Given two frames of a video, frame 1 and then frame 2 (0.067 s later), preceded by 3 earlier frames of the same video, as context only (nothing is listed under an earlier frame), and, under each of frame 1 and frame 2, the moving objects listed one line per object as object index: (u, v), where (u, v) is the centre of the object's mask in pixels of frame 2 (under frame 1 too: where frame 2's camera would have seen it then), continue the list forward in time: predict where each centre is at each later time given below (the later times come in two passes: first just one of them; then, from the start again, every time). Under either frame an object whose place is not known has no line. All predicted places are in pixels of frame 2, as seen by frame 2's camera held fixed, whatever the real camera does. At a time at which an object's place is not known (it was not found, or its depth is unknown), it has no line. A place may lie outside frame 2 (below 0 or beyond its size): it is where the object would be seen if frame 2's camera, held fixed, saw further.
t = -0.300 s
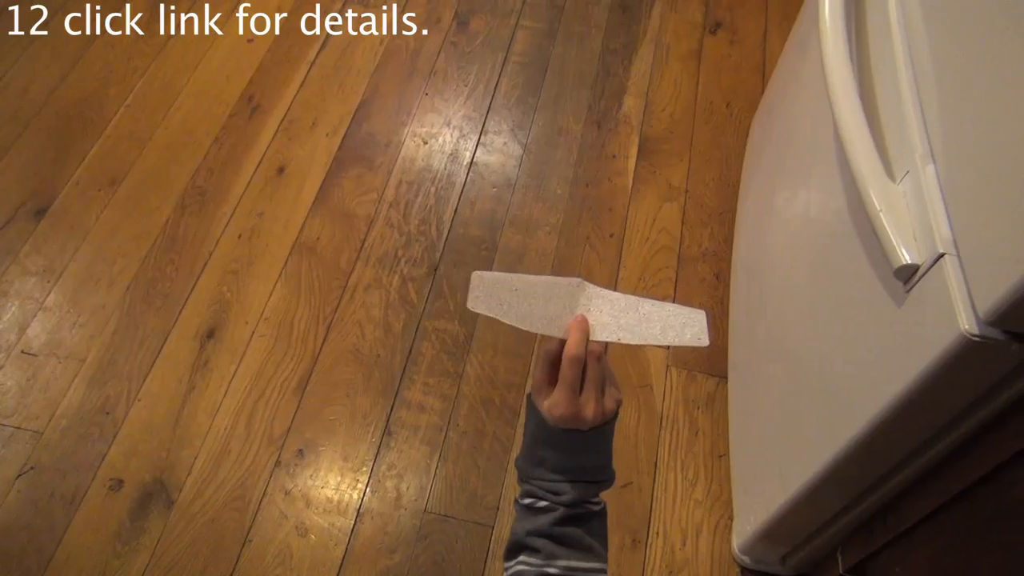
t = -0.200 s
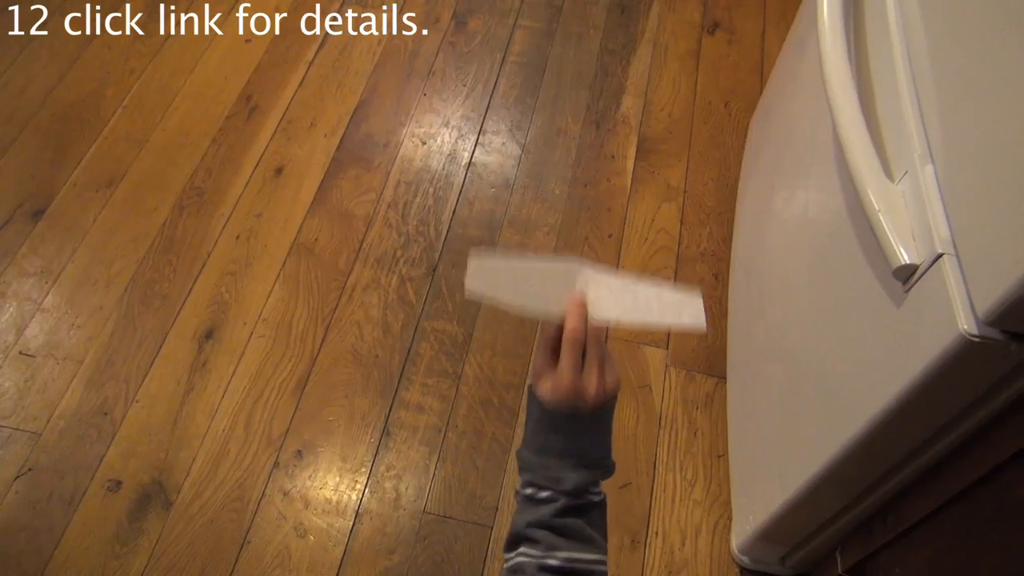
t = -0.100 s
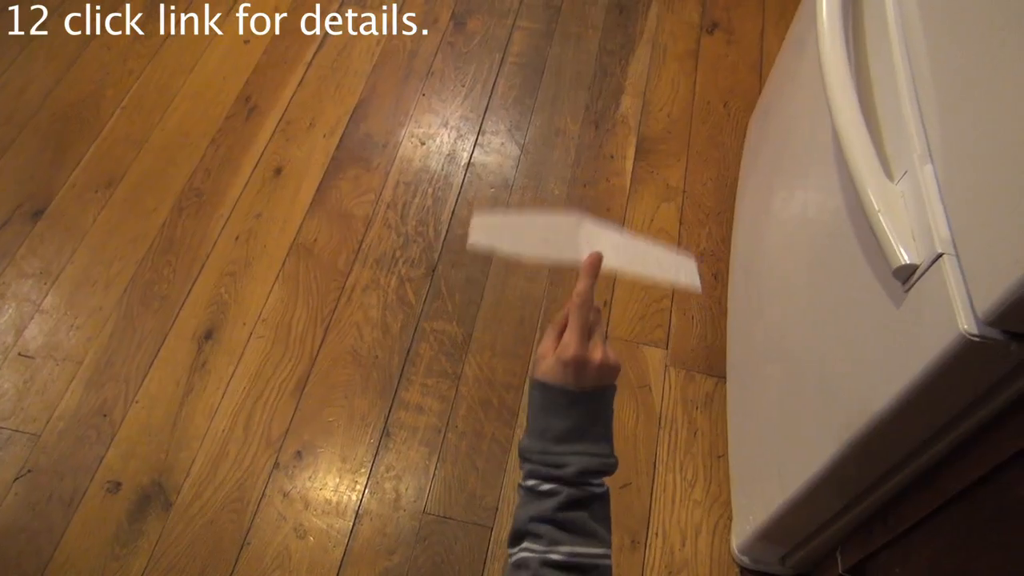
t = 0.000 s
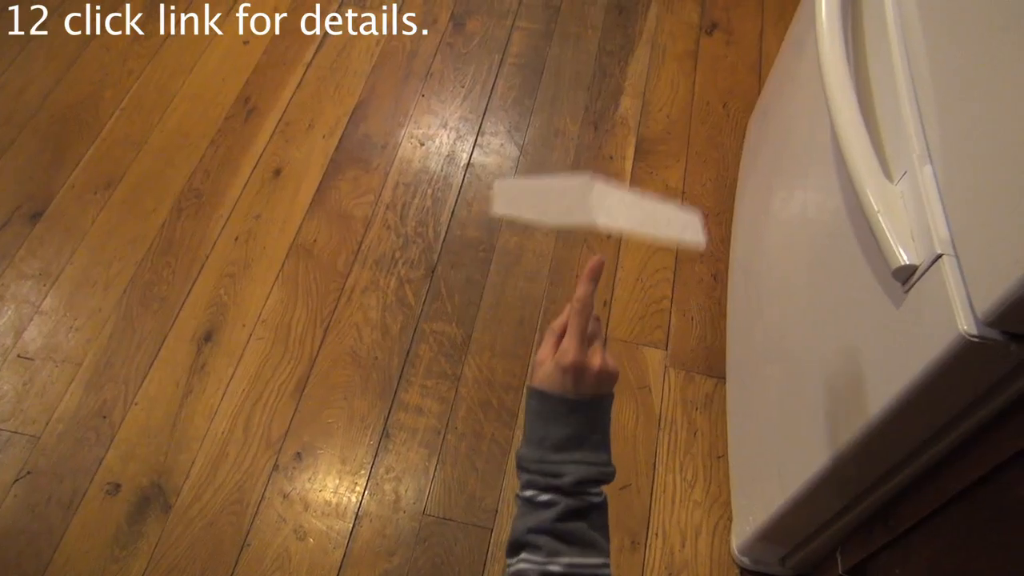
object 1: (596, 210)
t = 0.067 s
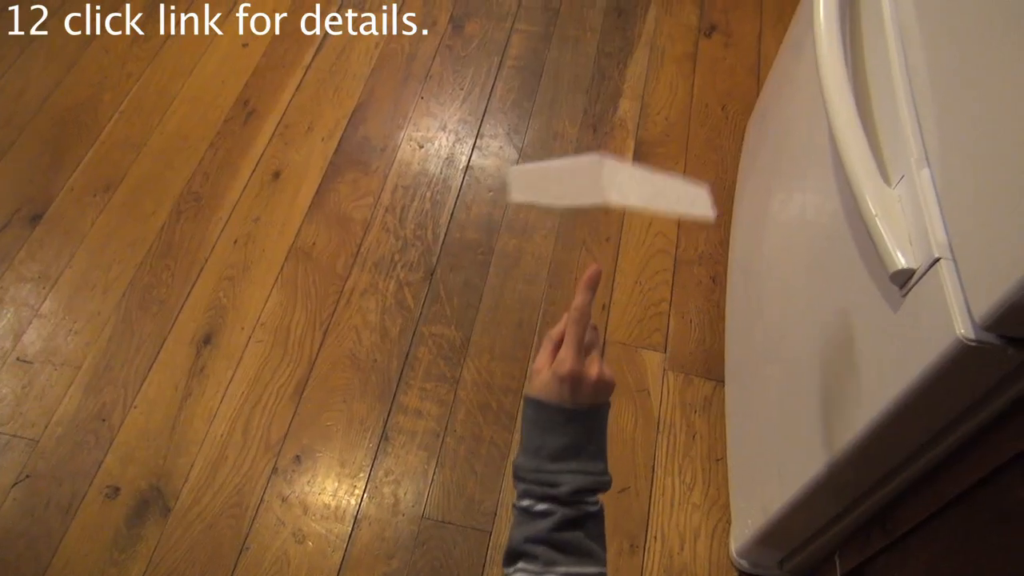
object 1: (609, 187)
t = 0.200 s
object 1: (639, 149)
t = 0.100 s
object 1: (617, 176)
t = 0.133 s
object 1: (625, 167)
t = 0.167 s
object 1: (632, 158)
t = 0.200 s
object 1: (639, 149)
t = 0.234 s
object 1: (645, 141)
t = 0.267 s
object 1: (650, 135)
